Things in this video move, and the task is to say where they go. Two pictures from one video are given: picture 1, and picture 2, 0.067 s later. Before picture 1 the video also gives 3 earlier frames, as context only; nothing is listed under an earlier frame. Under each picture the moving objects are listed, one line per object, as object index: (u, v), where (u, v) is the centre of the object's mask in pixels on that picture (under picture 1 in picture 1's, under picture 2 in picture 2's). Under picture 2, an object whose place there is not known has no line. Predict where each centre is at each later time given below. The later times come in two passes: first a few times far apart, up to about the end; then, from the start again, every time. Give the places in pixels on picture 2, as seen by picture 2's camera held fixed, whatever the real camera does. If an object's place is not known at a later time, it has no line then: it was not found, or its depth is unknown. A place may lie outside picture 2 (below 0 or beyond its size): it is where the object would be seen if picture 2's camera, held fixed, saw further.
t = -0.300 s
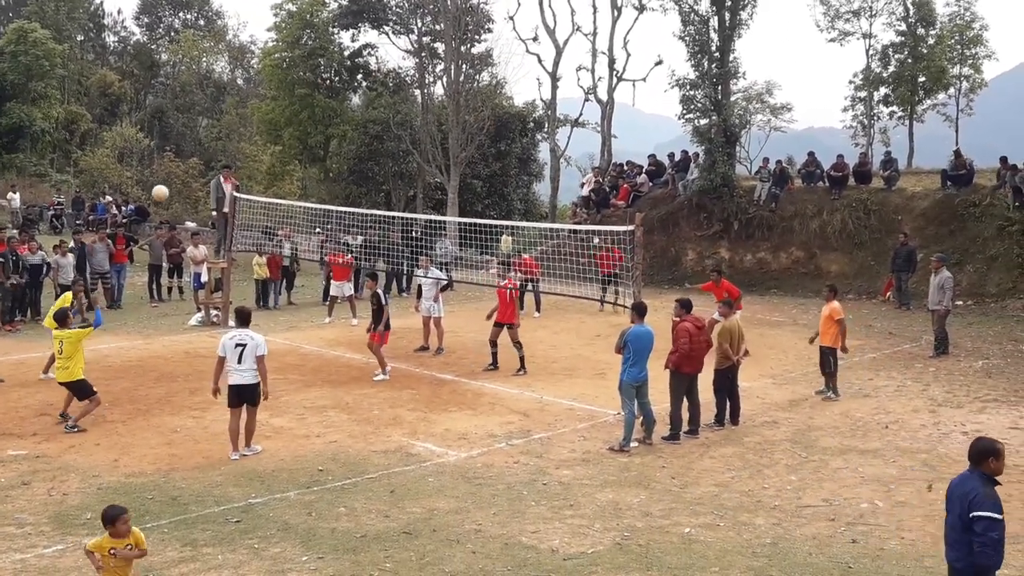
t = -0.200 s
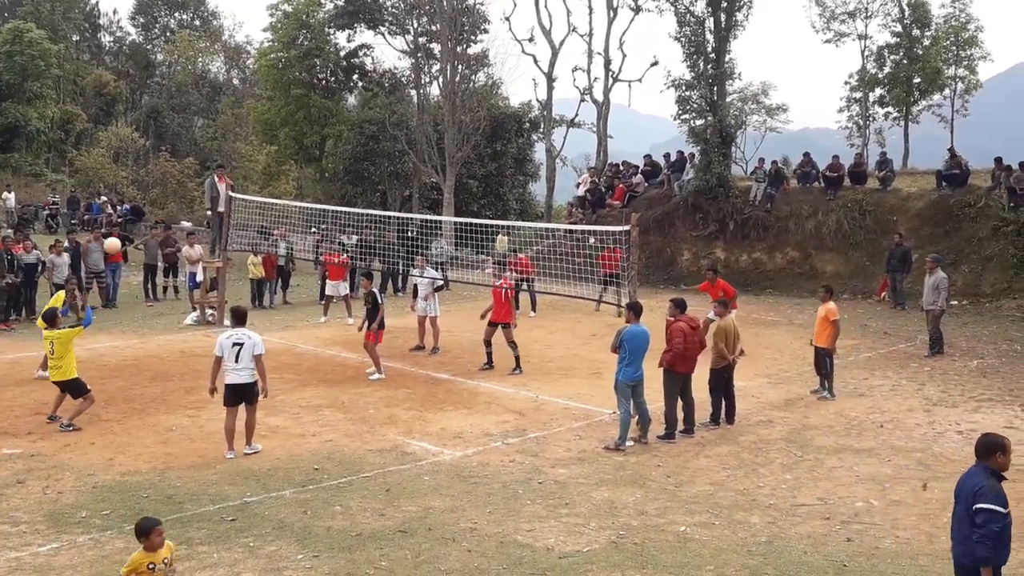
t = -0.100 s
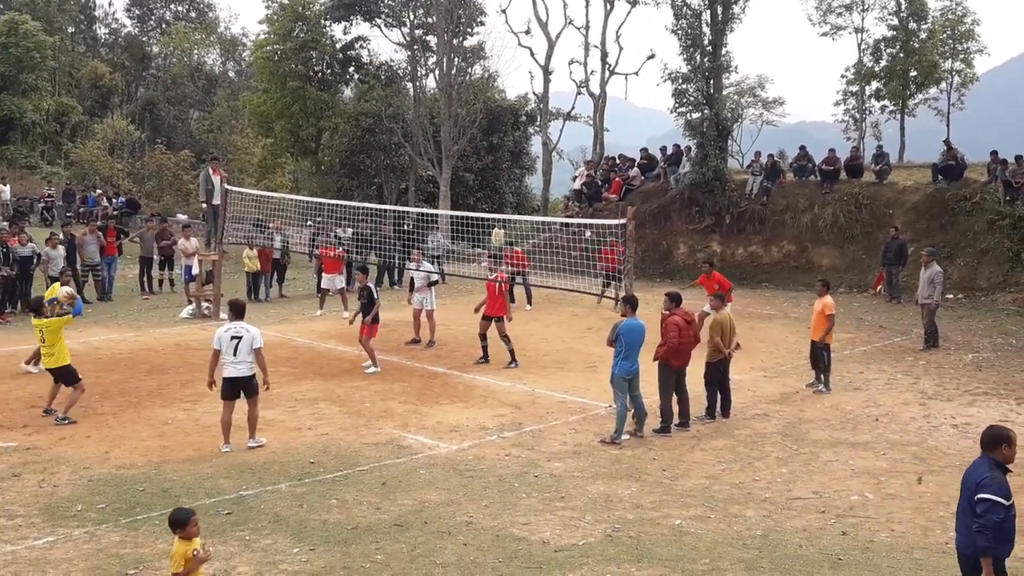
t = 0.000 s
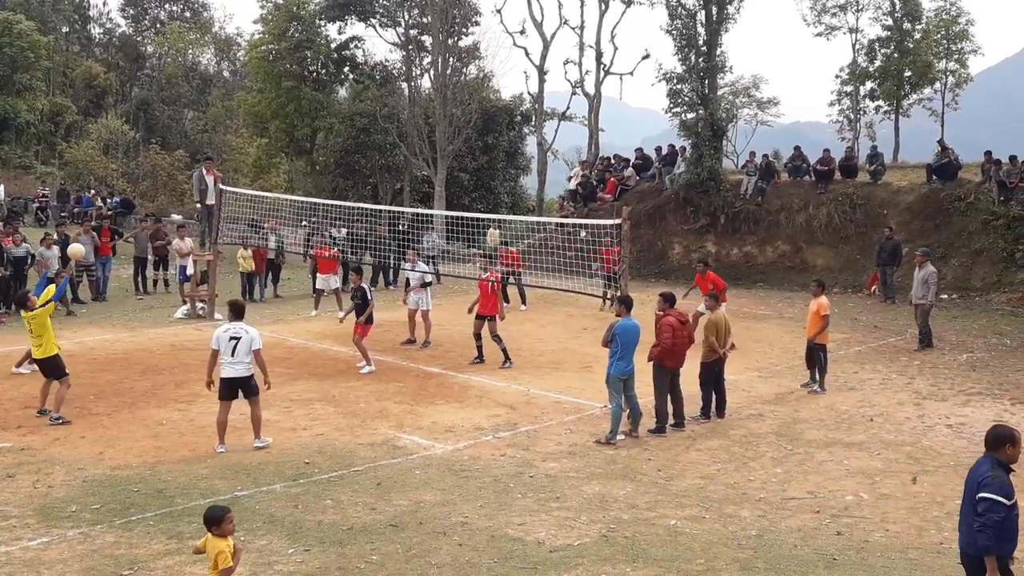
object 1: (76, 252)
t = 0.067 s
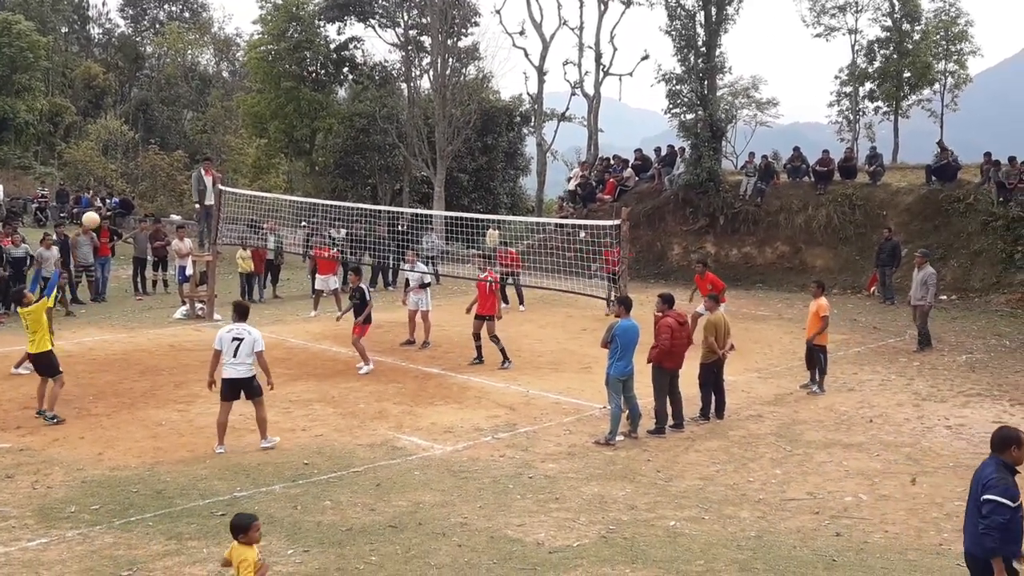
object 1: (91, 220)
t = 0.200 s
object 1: (121, 169)
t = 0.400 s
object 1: (167, 121)
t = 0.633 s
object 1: (216, 107)
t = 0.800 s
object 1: (251, 121)
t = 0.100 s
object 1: (98, 206)
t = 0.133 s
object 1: (106, 192)
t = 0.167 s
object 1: (114, 180)
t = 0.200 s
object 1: (121, 169)
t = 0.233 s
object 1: (129, 158)
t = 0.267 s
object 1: (137, 148)
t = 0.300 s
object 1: (144, 140)
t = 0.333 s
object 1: (152, 133)
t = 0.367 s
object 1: (159, 127)
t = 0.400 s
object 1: (167, 121)
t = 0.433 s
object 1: (174, 117)
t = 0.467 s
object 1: (181, 112)
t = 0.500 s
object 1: (188, 110)
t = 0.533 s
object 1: (195, 108)
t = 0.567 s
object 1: (202, 107)
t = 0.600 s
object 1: (209, 106)
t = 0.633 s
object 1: (216, 107)
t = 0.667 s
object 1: (223, 108)
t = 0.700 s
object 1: (230, 110)
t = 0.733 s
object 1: (237, 113)
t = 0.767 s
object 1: (244, 117)
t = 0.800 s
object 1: (251, 121)
